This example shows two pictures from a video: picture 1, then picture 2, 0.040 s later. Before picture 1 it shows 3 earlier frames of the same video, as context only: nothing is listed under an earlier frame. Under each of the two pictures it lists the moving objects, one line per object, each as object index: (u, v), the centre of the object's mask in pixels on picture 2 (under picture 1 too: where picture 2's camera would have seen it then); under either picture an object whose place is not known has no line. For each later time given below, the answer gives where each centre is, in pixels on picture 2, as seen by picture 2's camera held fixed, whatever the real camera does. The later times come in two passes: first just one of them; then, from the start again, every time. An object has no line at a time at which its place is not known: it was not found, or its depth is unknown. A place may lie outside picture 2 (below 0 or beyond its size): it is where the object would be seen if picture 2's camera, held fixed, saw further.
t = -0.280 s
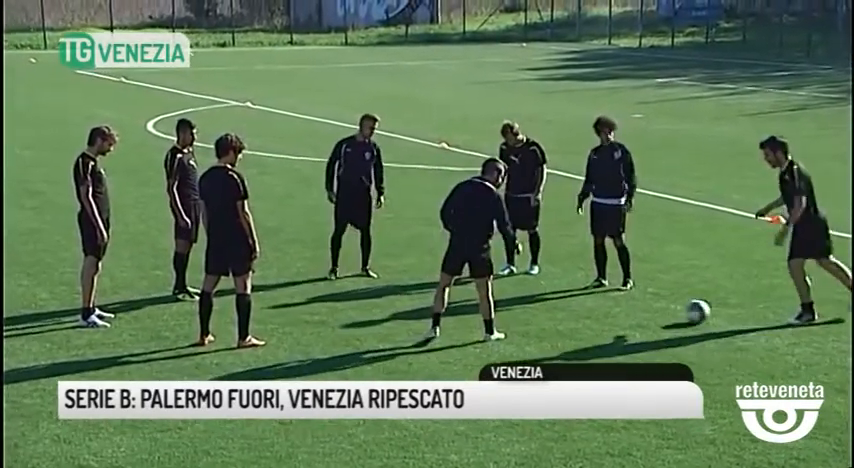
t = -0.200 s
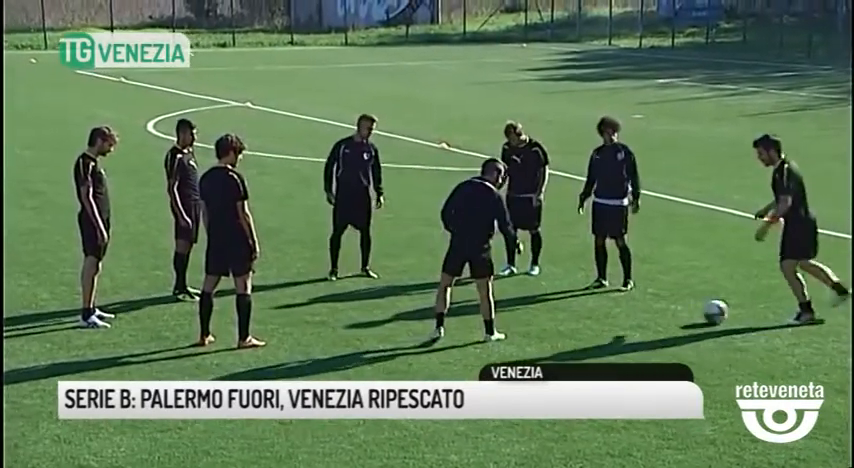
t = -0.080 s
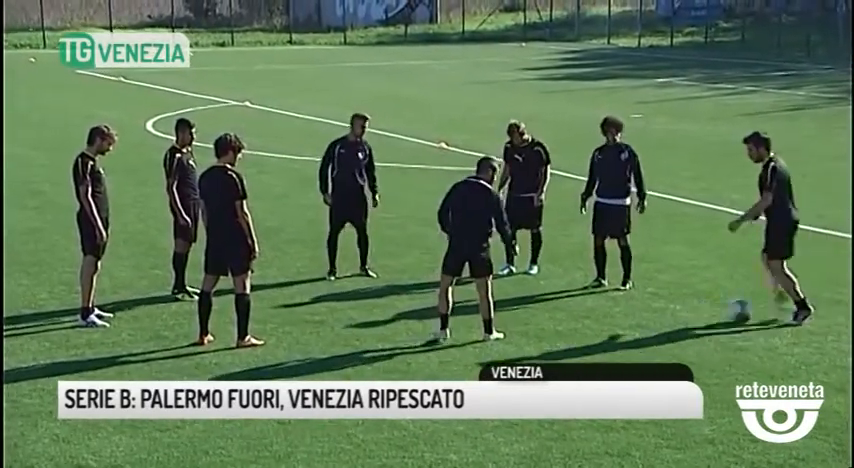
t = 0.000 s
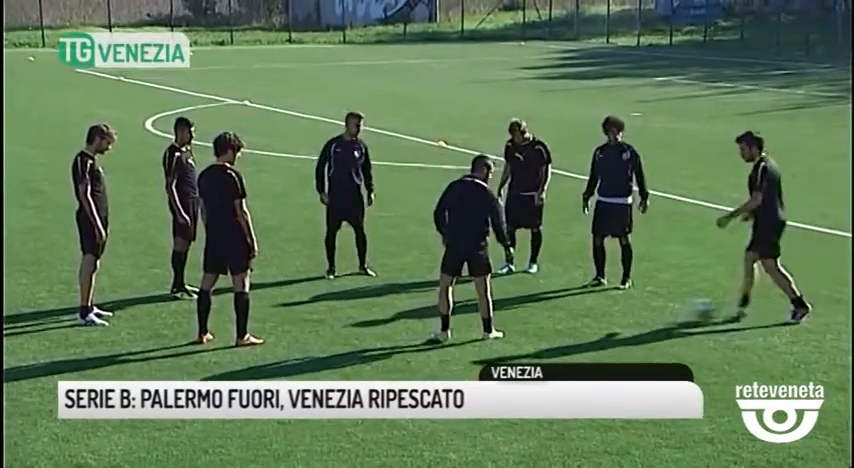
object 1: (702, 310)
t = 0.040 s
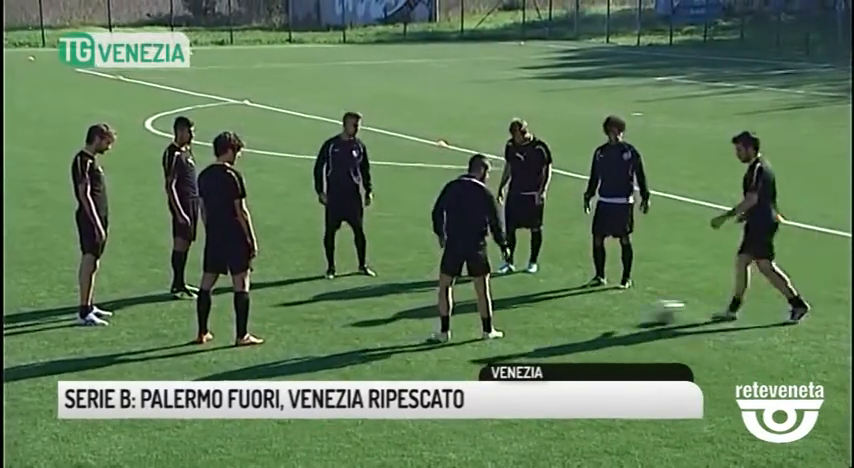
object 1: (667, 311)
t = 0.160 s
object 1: (568, 313)
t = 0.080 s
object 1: (632, 312)
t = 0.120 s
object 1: (598, 313)
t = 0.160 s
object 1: (568, 313)
